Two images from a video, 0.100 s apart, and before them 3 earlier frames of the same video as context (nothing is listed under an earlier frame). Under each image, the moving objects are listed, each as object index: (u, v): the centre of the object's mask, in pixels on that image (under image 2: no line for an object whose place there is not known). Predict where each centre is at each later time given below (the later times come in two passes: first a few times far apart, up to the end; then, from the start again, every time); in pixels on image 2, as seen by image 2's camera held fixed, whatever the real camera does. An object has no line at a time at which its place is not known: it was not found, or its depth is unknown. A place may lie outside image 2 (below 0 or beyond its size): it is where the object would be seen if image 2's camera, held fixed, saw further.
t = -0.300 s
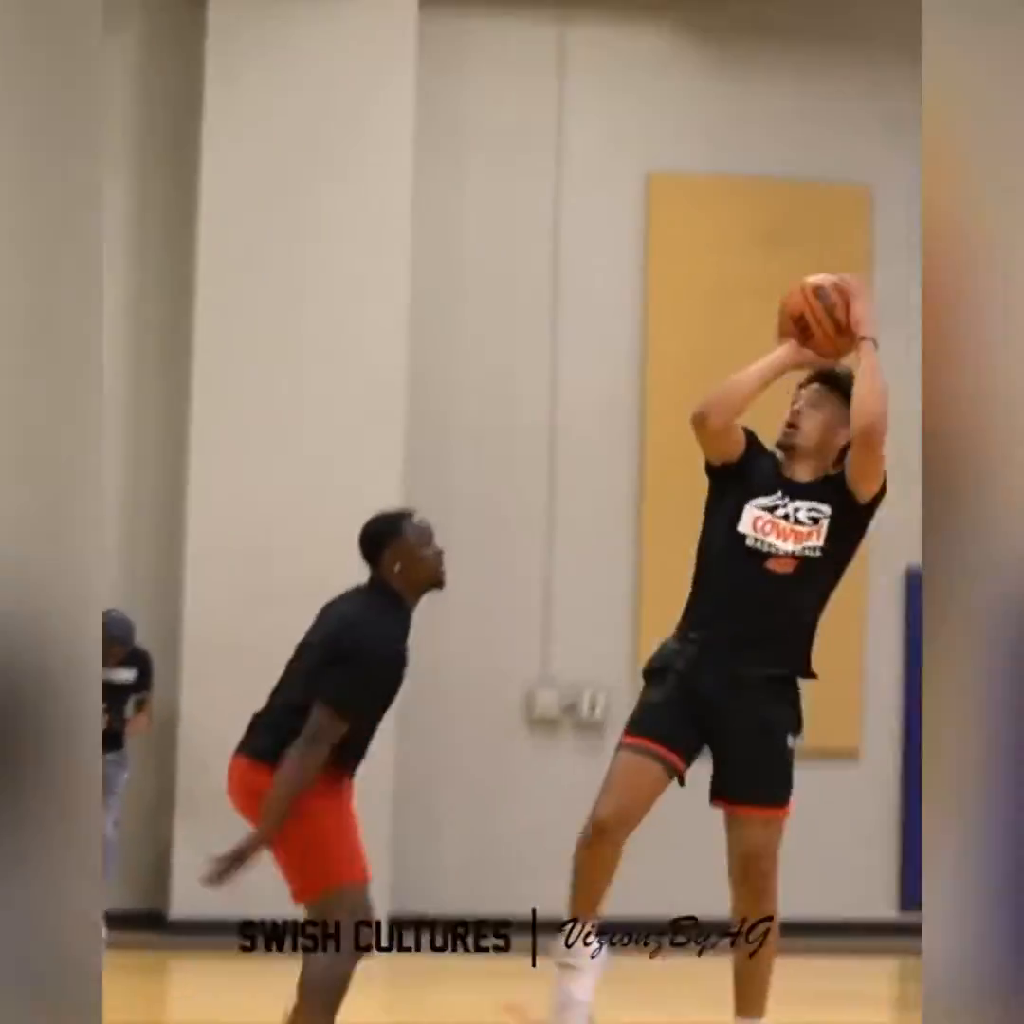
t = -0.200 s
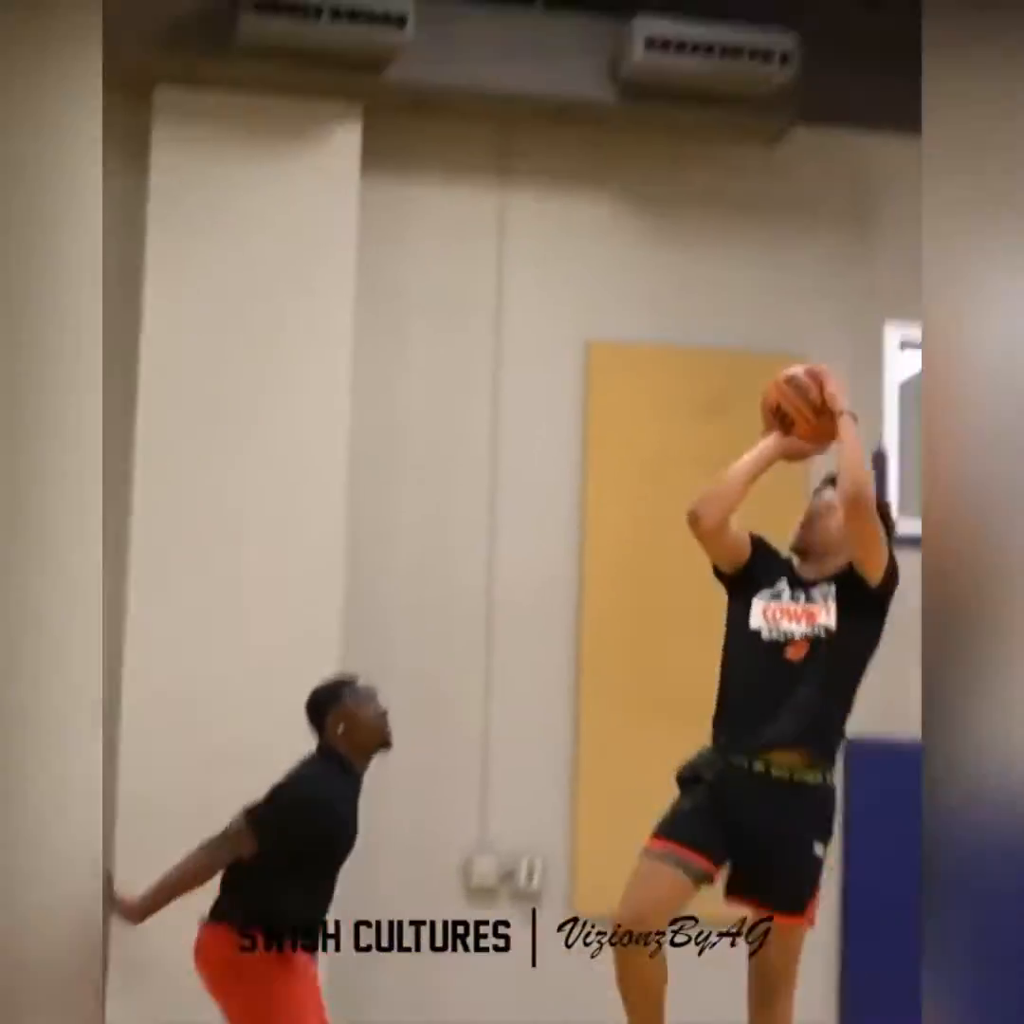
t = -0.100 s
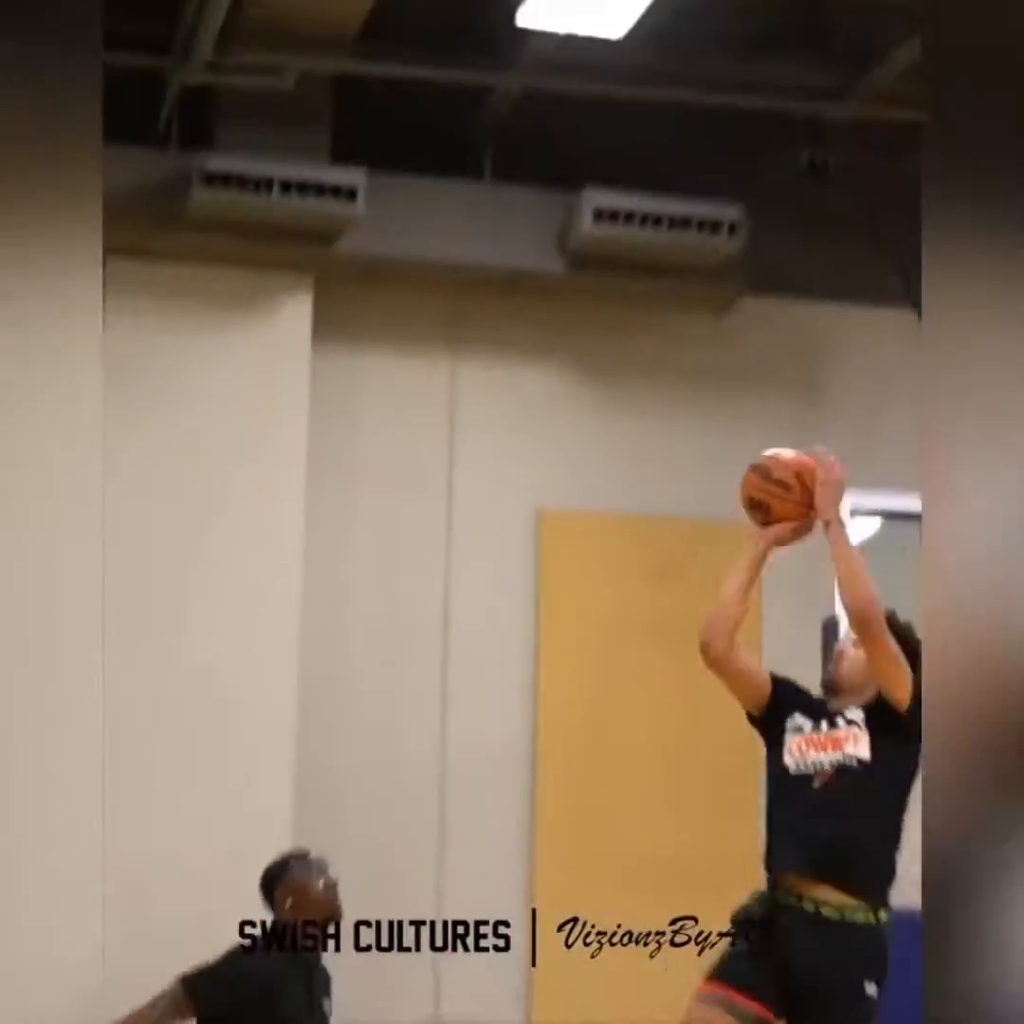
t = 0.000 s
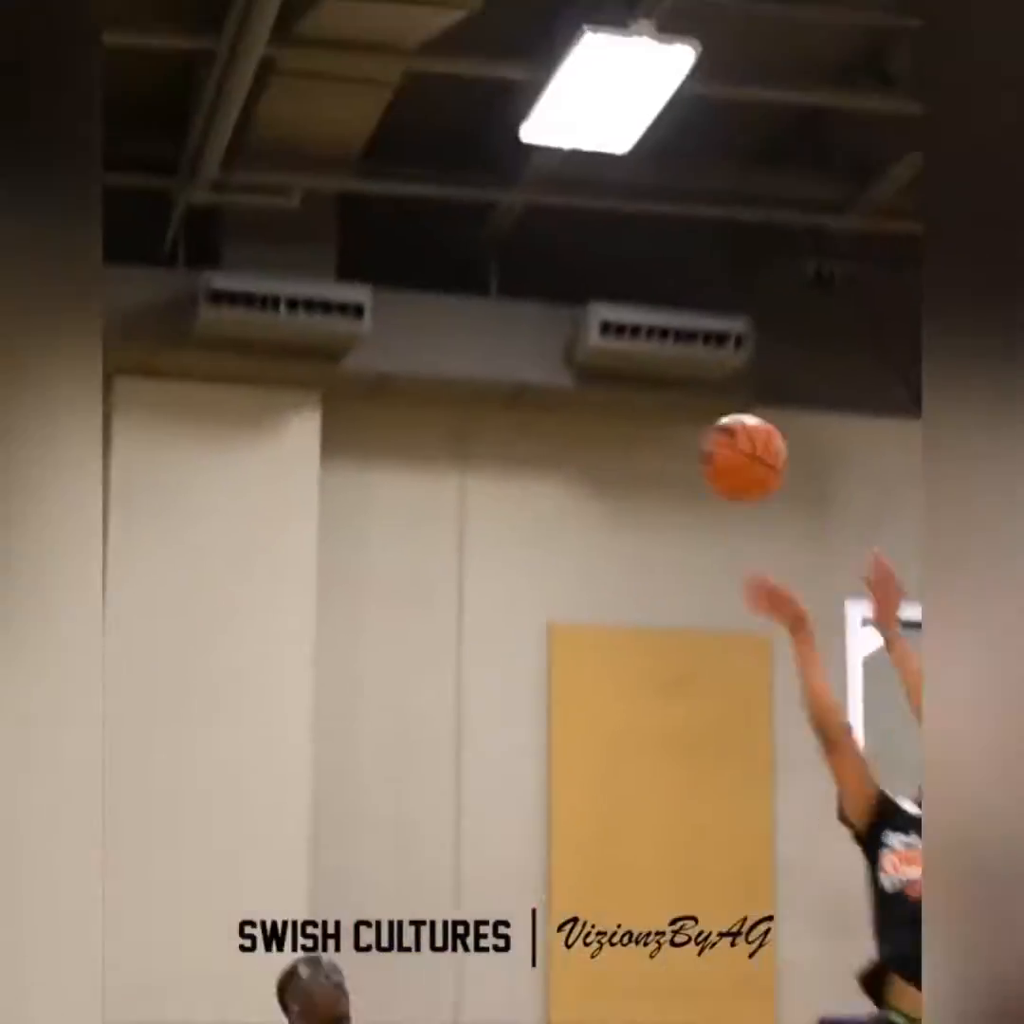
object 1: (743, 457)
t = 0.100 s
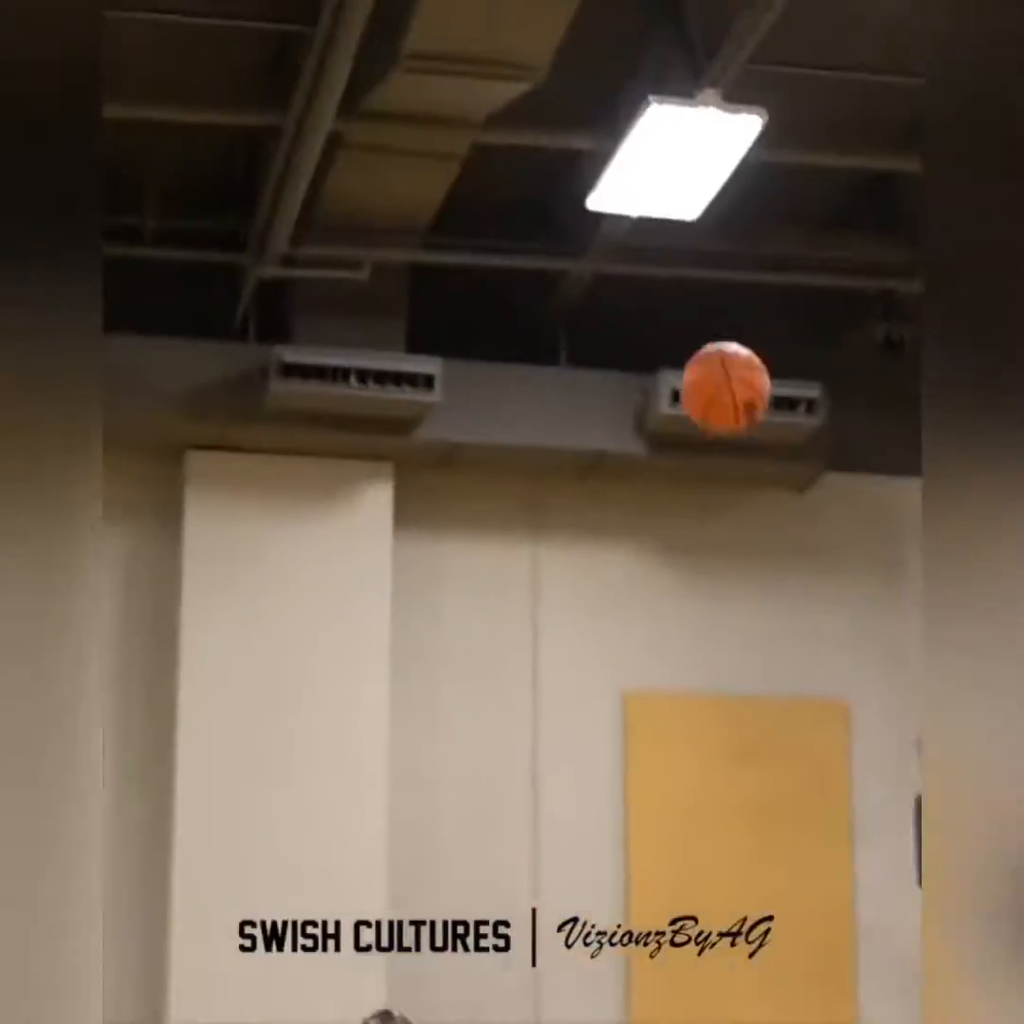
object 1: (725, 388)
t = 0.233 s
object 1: (600, 257)
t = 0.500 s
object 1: (332, 156)
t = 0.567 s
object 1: (255, 170)
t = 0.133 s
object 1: (694, 349)
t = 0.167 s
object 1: (663, 315)
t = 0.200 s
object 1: (632, 284)
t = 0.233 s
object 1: (600, 257)
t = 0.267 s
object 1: (568, 232)
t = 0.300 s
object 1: (537, 209)
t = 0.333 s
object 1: (505, 192)
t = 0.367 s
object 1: (472, 177)
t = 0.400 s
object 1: (438, 167)
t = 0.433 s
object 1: (404, 160)
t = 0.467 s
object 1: (368, 156)
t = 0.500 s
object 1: (332, 156)
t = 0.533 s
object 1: (294, 161)
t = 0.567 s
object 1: (255, 170)
